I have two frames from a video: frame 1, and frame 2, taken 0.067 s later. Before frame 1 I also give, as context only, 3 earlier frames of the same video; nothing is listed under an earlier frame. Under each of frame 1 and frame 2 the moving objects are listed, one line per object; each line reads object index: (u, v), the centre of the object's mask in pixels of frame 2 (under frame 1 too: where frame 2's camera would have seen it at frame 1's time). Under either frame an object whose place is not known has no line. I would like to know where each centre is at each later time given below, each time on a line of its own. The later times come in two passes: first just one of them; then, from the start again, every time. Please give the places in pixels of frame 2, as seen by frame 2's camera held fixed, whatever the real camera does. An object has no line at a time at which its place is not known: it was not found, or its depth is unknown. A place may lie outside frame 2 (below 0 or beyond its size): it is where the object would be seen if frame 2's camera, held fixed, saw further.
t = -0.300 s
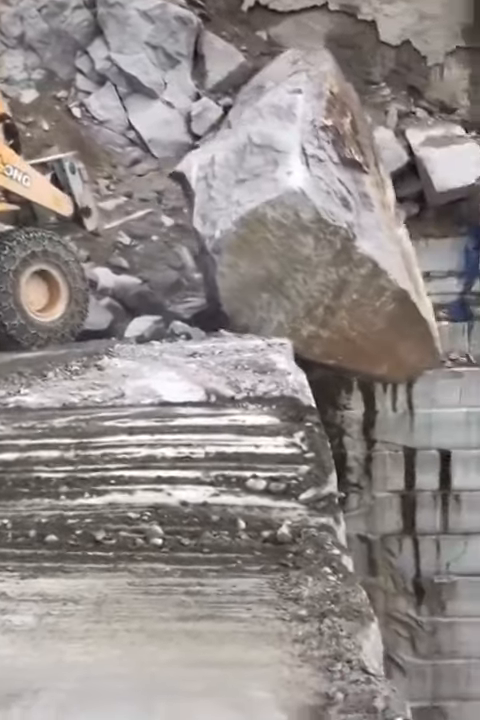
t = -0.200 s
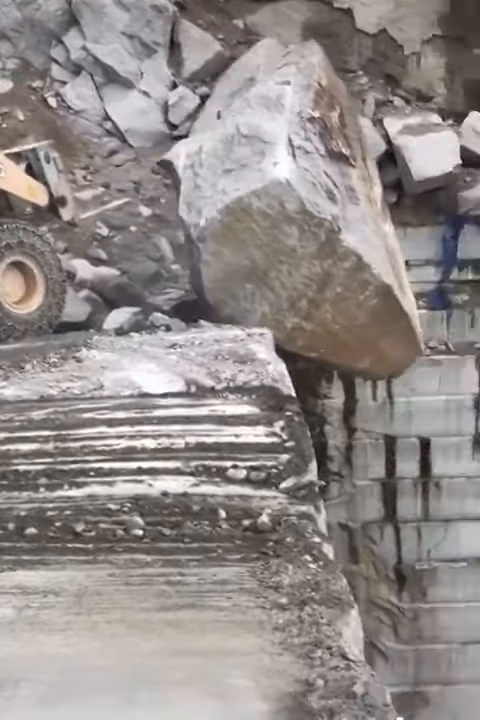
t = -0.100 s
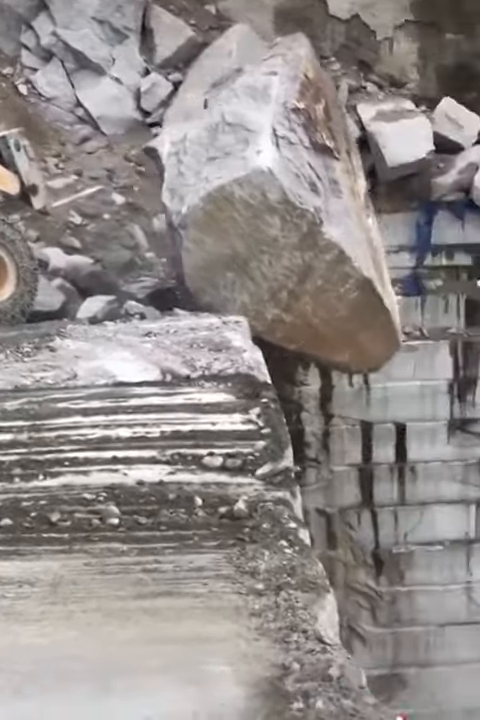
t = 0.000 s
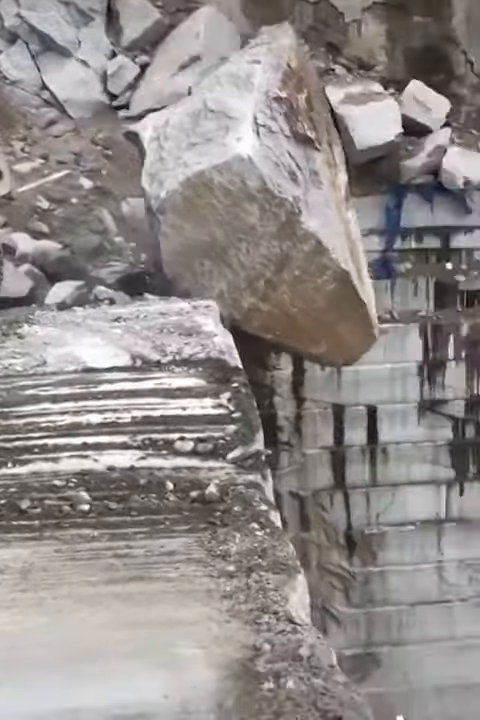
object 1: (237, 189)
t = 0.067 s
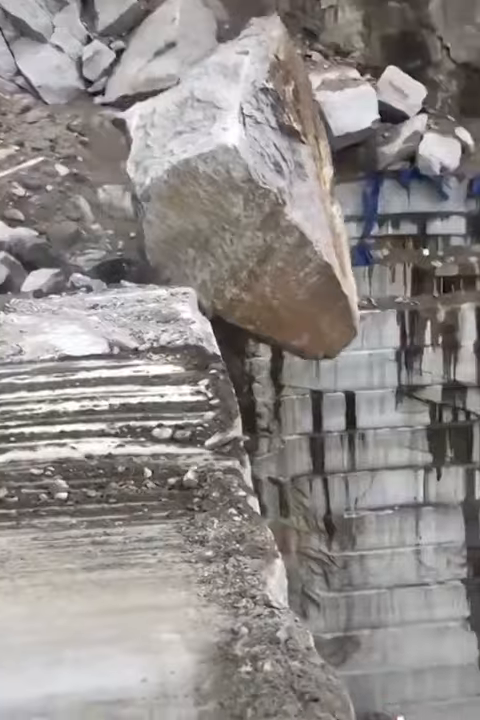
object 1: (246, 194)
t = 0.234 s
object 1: (267, 209)
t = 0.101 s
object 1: (250, 197)
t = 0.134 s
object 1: (254, 200)
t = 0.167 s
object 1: (258, 203)
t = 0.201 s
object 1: (263, 206)
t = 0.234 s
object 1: (267, 209)
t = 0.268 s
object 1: (272, 215)
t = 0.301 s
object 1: (276, 221)
